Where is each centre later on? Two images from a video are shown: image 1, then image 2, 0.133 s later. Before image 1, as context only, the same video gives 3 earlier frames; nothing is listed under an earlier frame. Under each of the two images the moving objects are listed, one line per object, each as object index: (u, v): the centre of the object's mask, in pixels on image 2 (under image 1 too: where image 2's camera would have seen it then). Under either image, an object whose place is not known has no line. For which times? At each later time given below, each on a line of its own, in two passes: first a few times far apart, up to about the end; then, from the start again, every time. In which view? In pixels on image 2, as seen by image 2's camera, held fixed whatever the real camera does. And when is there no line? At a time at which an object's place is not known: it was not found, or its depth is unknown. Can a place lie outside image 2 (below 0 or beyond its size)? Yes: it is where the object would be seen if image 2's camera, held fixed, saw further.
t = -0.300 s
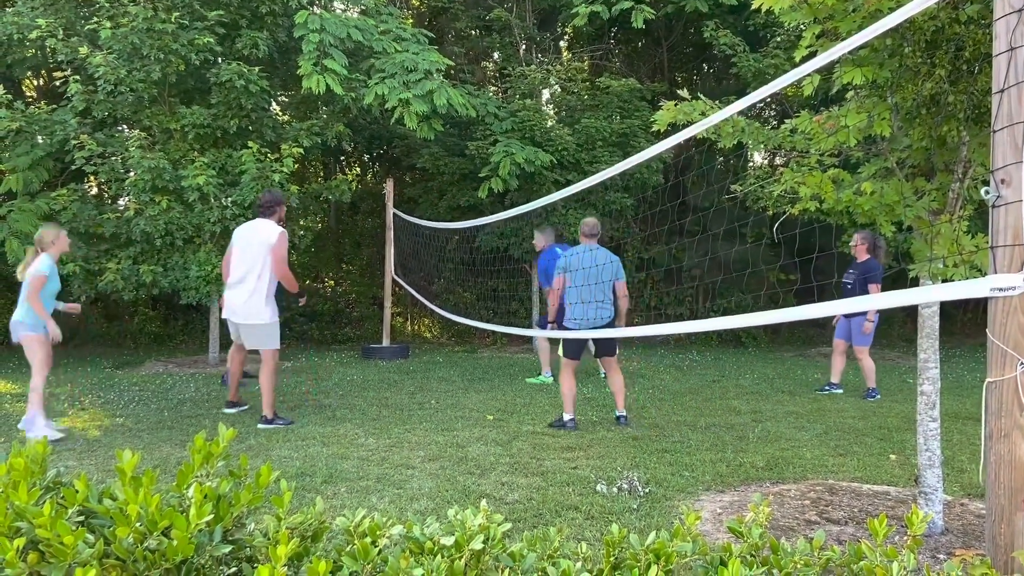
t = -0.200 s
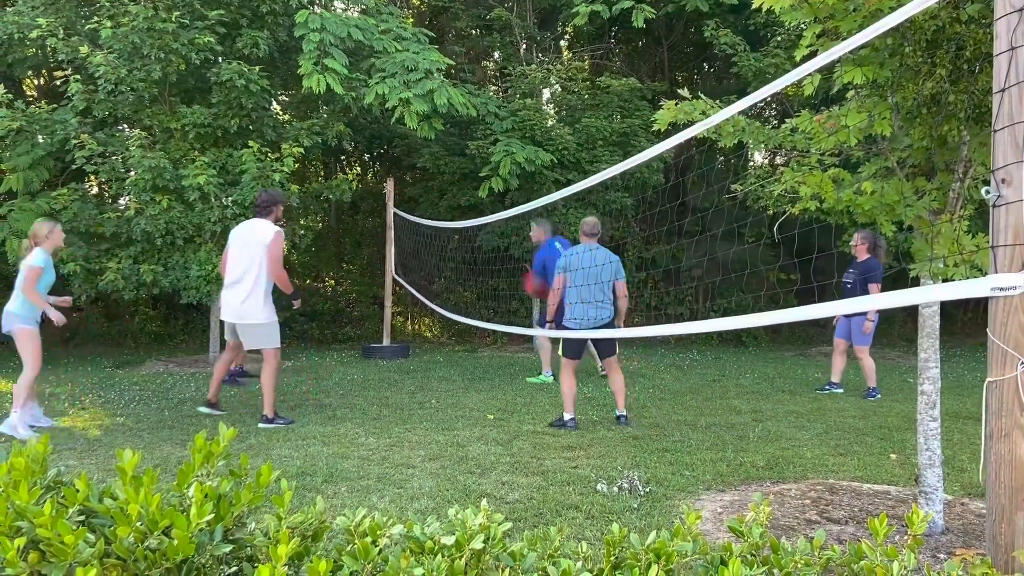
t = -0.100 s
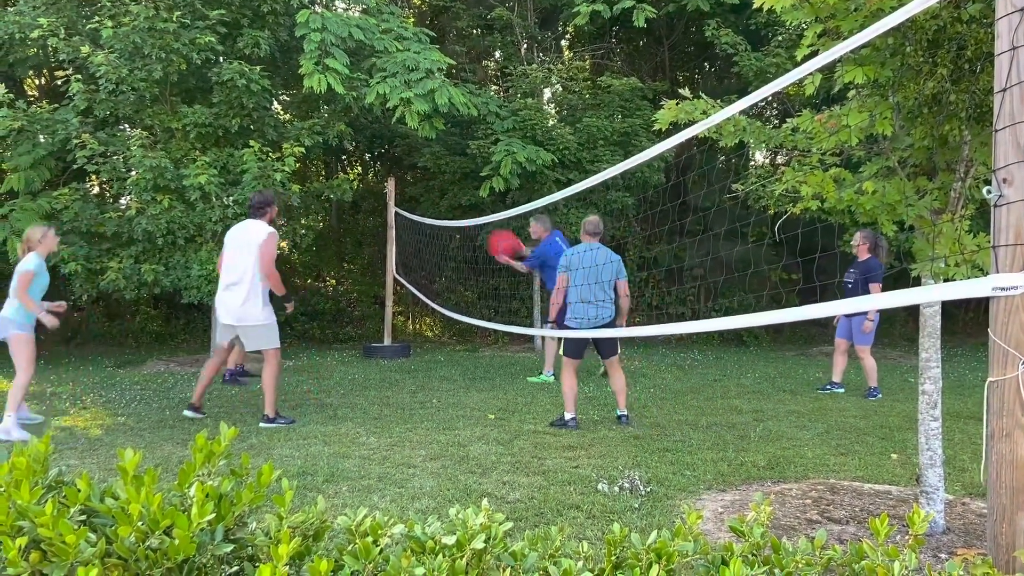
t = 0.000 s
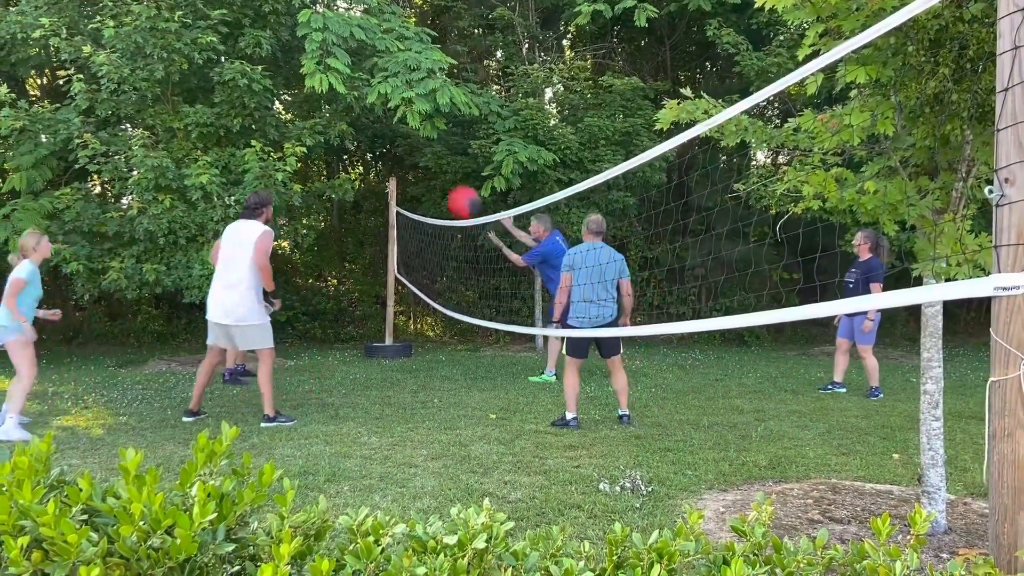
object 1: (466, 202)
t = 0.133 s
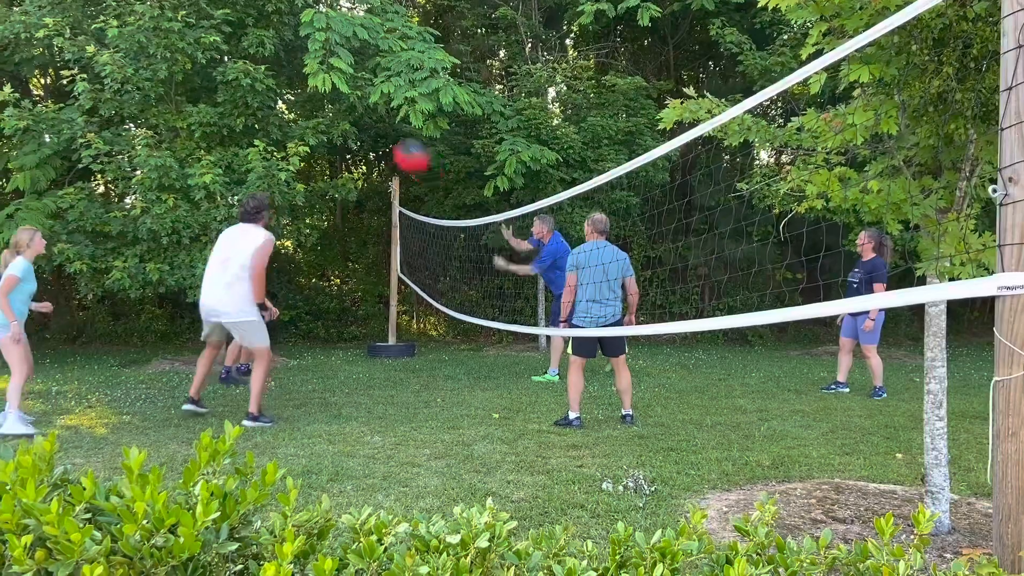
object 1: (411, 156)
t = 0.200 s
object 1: (382, 138)
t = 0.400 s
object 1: (287, 104)
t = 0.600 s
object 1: (183, 111)
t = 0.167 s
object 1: (397, 147)
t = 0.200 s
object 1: (382, 138)
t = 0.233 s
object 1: (368, 131)
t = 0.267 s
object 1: (352, 123)
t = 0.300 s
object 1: (336, 117)
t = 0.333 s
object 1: (320, 111)
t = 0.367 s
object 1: (304, 107)
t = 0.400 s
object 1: (287, 104)
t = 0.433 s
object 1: (270, 102)
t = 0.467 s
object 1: (253, 102)
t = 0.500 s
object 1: (236, 102)
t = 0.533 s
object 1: (219, 104)
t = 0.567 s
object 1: (201, 106)
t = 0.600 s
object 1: (183, 111)
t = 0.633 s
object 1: (166, 116)
